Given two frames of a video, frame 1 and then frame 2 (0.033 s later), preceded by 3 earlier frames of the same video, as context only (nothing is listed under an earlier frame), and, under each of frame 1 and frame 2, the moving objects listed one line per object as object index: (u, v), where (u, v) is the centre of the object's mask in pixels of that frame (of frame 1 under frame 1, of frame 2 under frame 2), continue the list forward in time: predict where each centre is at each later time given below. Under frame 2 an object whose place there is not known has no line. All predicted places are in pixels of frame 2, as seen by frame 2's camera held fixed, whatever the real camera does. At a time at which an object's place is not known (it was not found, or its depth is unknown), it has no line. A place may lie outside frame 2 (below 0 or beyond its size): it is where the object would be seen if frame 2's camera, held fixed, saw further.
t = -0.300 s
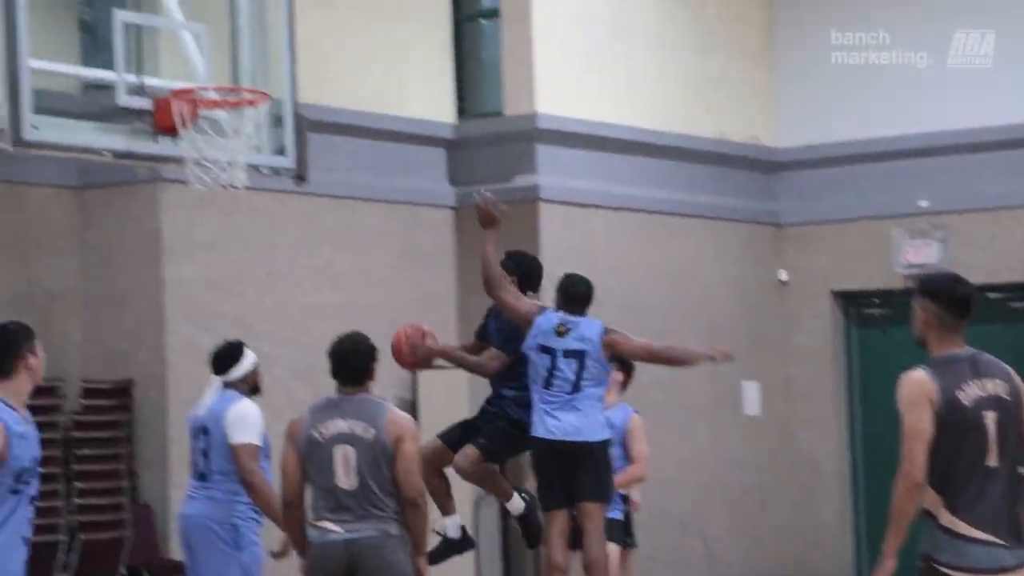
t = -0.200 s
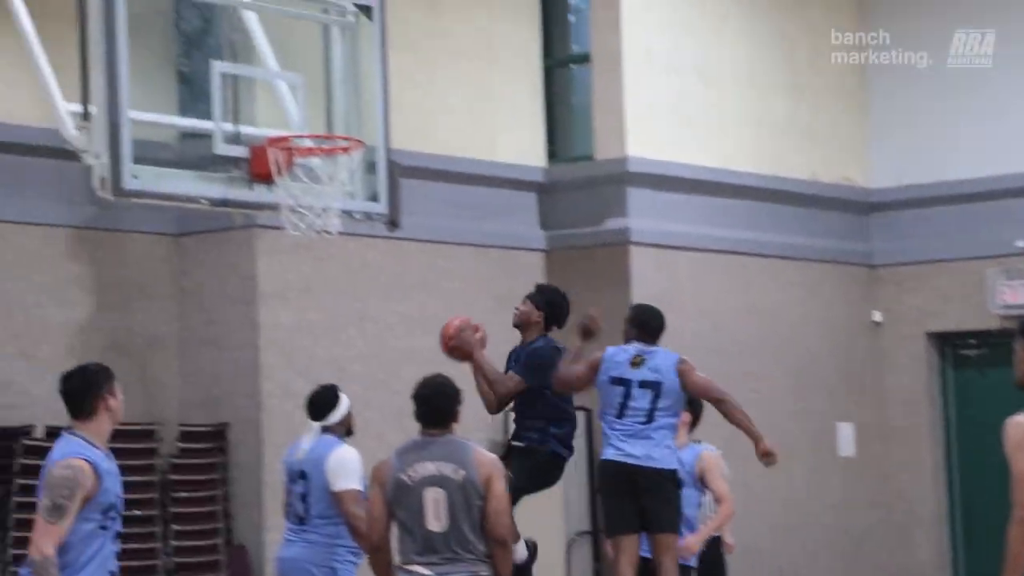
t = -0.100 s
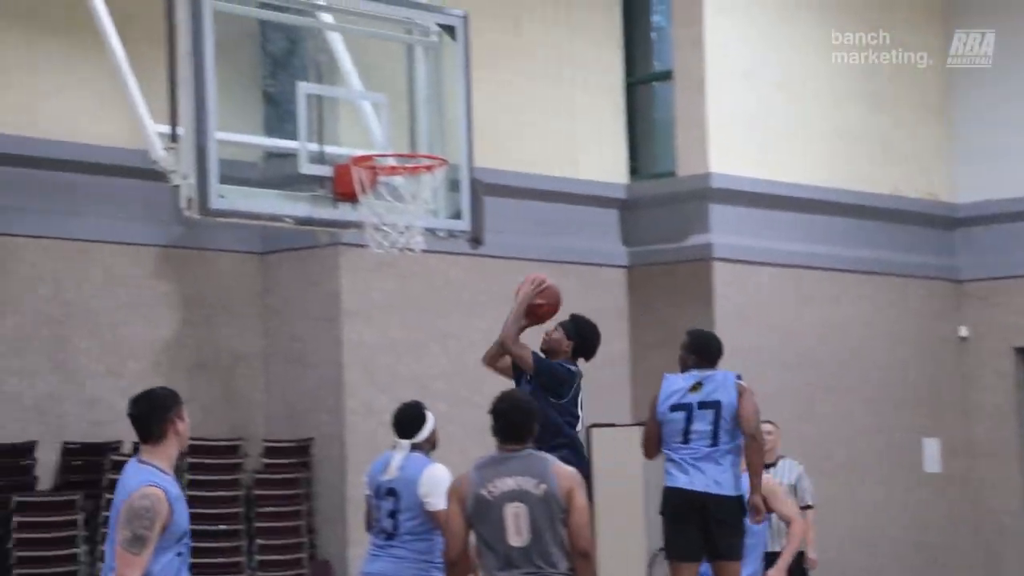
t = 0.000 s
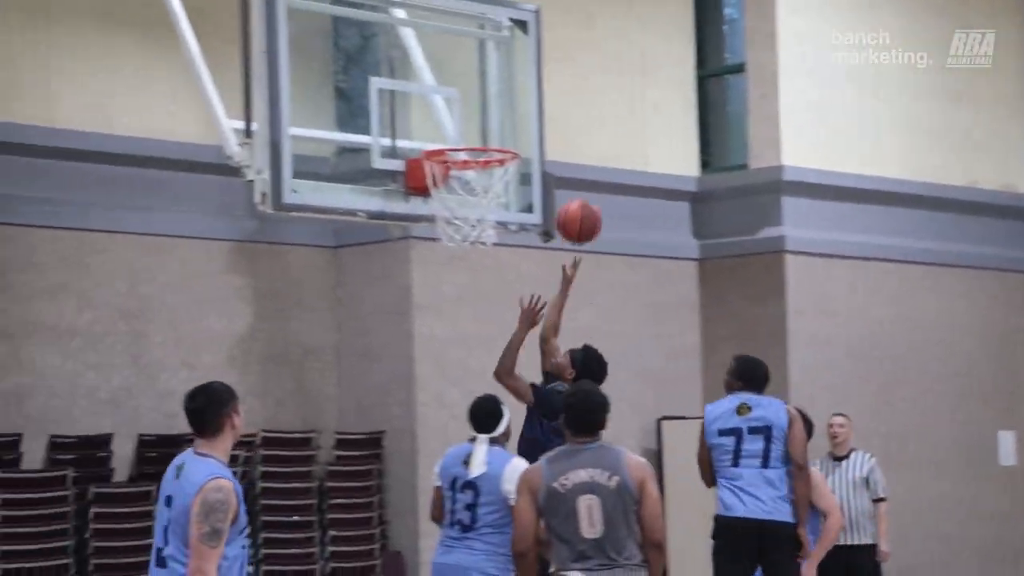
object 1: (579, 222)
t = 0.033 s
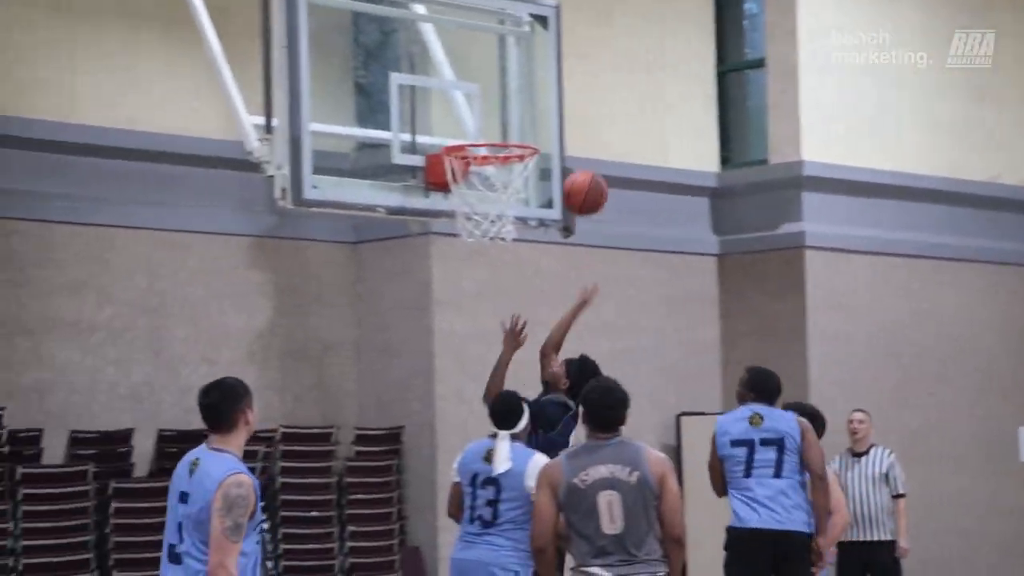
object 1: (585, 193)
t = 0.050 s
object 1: (577, 182)
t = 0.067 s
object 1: (569, 171)
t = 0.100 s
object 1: (556, 152)
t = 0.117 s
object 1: (549, 142)
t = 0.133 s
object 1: (542, 132)
